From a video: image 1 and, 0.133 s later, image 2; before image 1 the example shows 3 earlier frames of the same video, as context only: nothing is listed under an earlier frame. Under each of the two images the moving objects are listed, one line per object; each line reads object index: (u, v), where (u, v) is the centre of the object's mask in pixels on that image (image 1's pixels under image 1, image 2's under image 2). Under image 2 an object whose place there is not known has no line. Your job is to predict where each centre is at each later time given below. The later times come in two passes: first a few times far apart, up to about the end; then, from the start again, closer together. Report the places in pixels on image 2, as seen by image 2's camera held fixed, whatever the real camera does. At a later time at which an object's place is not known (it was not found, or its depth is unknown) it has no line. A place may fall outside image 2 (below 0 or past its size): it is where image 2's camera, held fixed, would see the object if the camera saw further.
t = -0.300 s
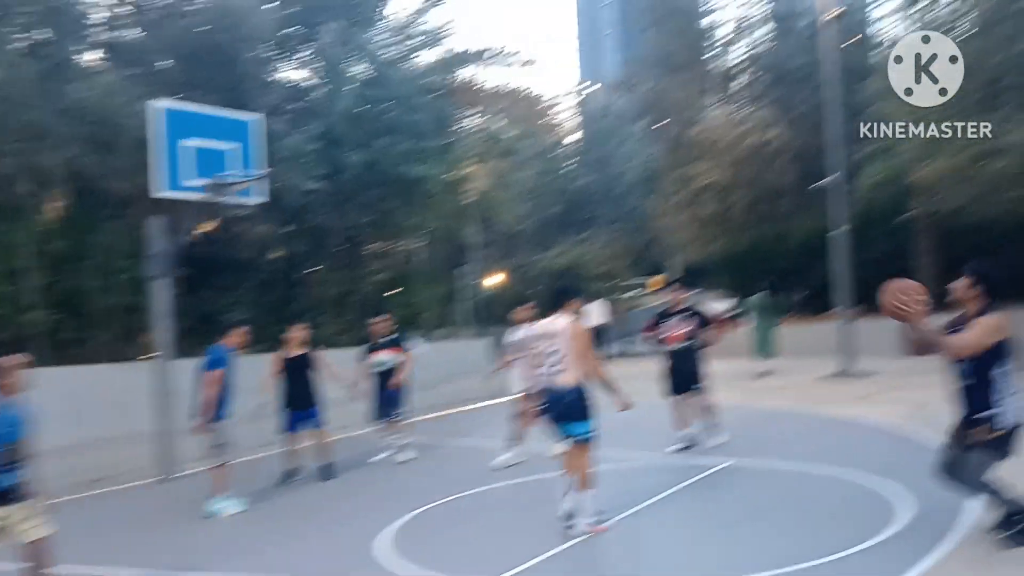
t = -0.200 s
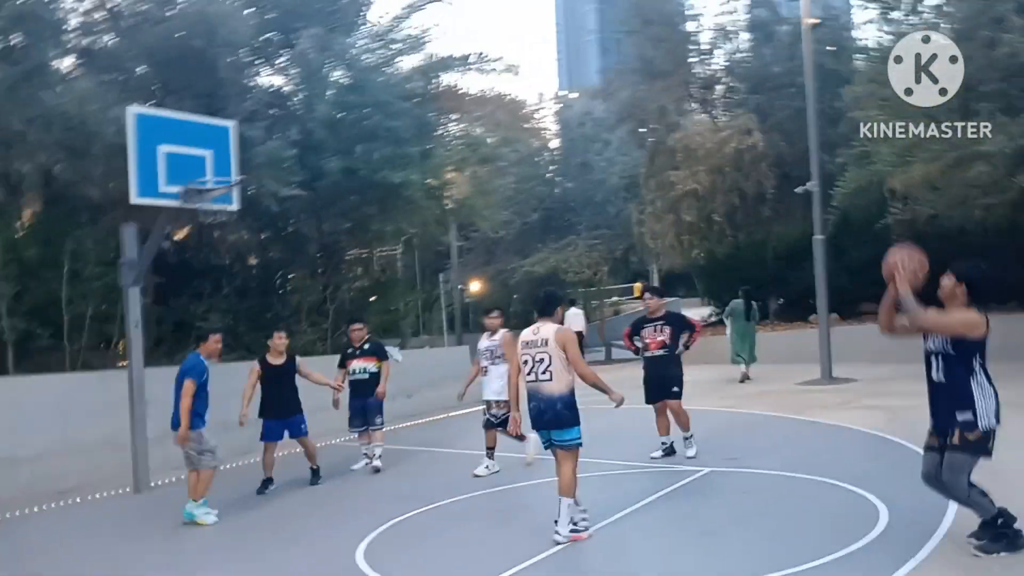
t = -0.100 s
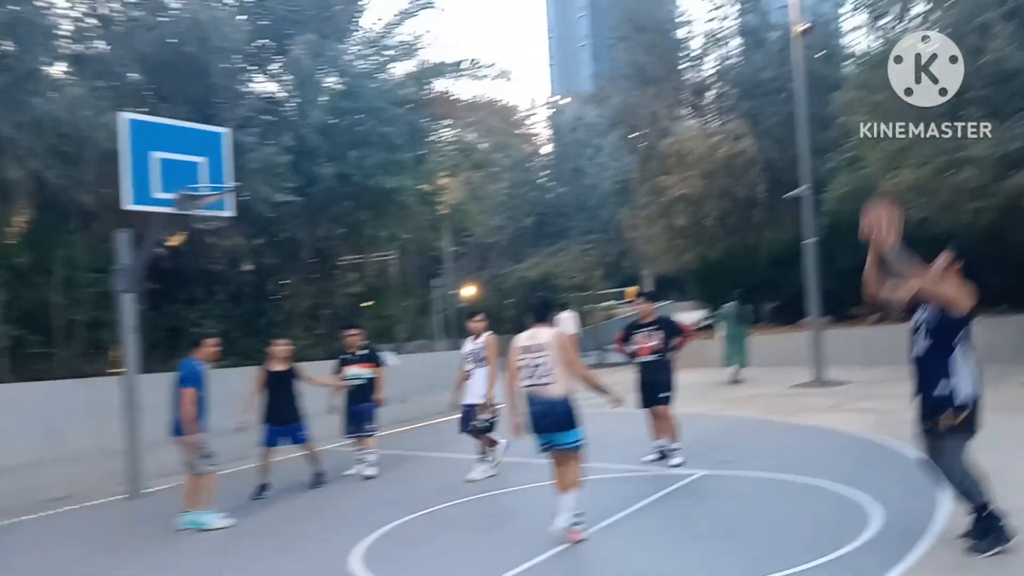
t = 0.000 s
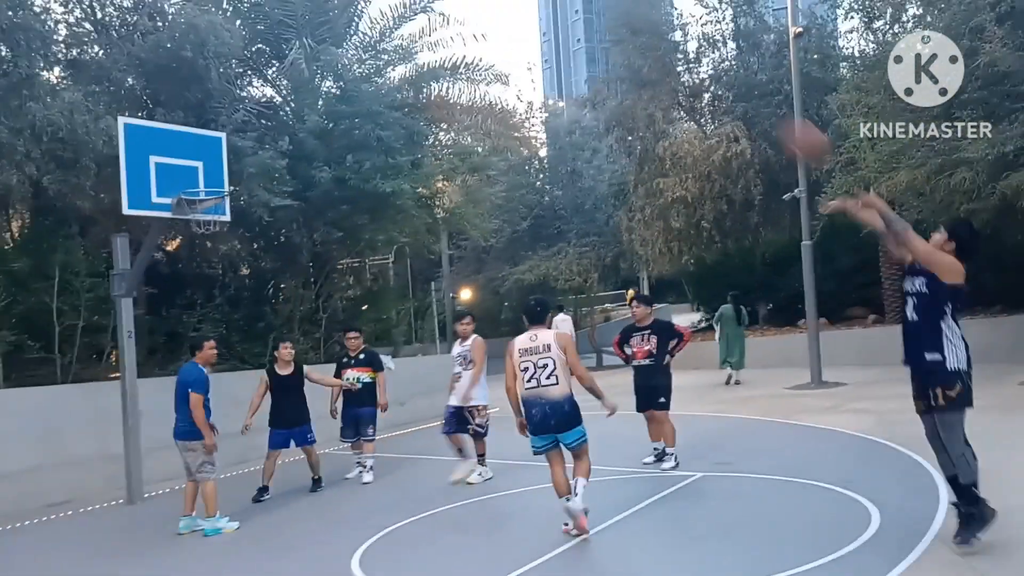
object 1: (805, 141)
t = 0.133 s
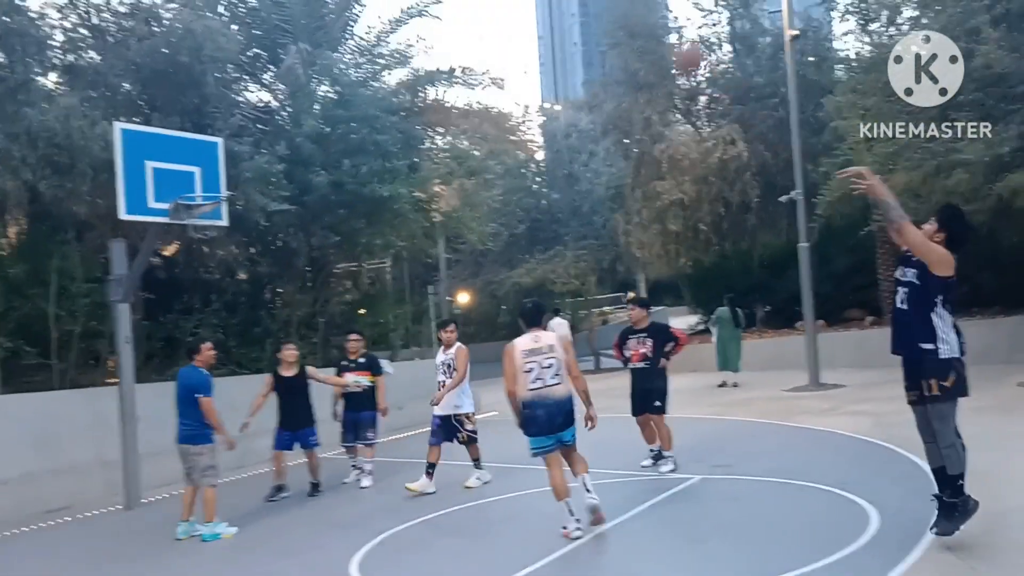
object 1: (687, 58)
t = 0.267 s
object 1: (593, 8)
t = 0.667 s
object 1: (373, 1)
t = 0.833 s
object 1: (306, 42)
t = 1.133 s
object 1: (208, 181)
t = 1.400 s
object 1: (152, 94)
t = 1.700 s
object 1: (91, 52)
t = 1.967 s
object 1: (38, 93)
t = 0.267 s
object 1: (593, 8)
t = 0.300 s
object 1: (569, 4)
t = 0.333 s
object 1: (547, 0)
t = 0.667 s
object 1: (373, 1)
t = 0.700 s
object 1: (358, 5)
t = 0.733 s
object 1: (343, 13)
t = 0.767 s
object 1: (333, 21)
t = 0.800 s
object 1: (317, 32)
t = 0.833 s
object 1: (306, 42)
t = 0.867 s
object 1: (294, 55)
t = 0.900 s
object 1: (284, 69)
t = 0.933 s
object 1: (272, 82)
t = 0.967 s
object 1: (258, 102)
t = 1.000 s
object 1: (248, 115)
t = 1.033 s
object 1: (239, 128)
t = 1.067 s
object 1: (229, 145)
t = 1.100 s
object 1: (216, 165)
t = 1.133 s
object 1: (208, 181)
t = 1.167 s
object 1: (200, 183)
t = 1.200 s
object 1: (193, 169)
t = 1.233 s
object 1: (186, 153)
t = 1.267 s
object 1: (180, 141)
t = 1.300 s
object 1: (172, 126)
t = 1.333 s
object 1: (165, 115)
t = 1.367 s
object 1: (159, 104)
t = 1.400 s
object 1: (152, 94)
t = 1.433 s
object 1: (145, 85)
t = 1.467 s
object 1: (138, 78)
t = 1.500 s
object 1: (132, 70)
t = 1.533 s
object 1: (125, 64)
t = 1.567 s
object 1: (118, 59)
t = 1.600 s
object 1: (112, 55)
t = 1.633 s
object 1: (106, 54)
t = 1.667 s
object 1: (99, 53)
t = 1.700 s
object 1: (91, 52)
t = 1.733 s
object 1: (85, 52)
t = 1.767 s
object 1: (77, 54)
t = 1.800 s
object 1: (70, 57)
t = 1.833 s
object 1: (64, 62)
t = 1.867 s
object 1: (58, 68)
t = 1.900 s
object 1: (50, 75)
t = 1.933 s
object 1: (44, 82)
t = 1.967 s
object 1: (38, 93)
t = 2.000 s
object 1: (32, 102)
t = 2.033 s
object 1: (25, 116)
